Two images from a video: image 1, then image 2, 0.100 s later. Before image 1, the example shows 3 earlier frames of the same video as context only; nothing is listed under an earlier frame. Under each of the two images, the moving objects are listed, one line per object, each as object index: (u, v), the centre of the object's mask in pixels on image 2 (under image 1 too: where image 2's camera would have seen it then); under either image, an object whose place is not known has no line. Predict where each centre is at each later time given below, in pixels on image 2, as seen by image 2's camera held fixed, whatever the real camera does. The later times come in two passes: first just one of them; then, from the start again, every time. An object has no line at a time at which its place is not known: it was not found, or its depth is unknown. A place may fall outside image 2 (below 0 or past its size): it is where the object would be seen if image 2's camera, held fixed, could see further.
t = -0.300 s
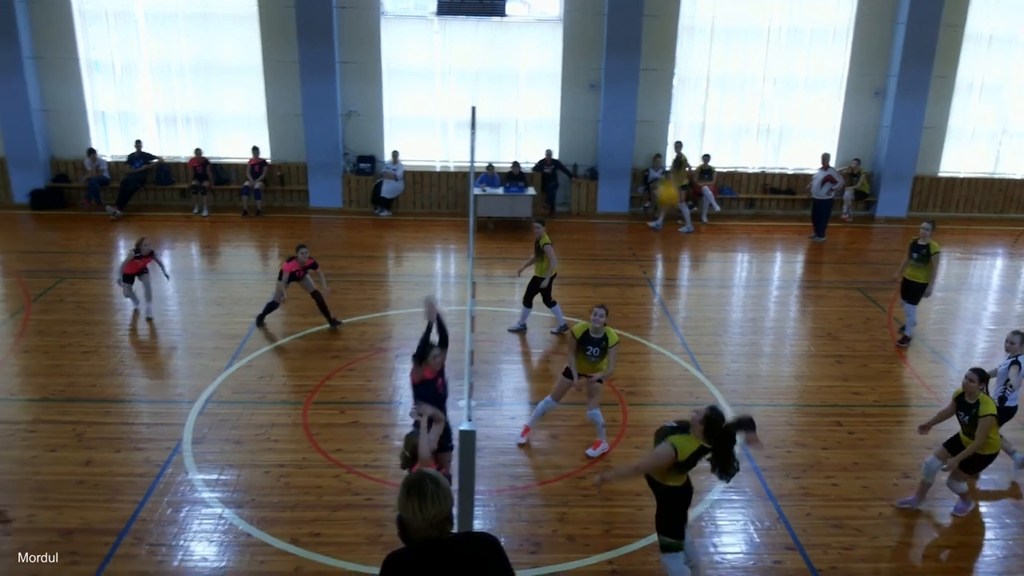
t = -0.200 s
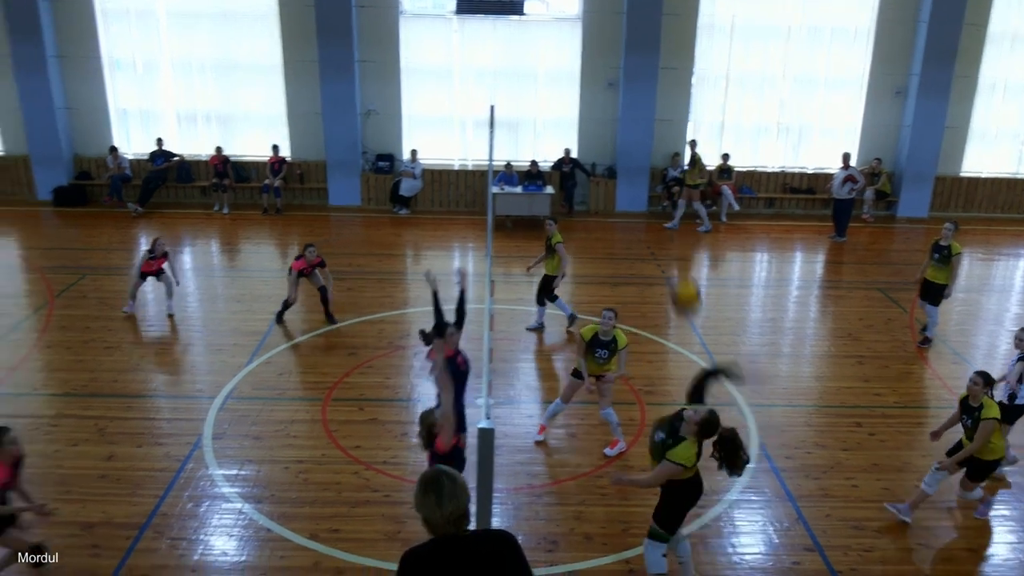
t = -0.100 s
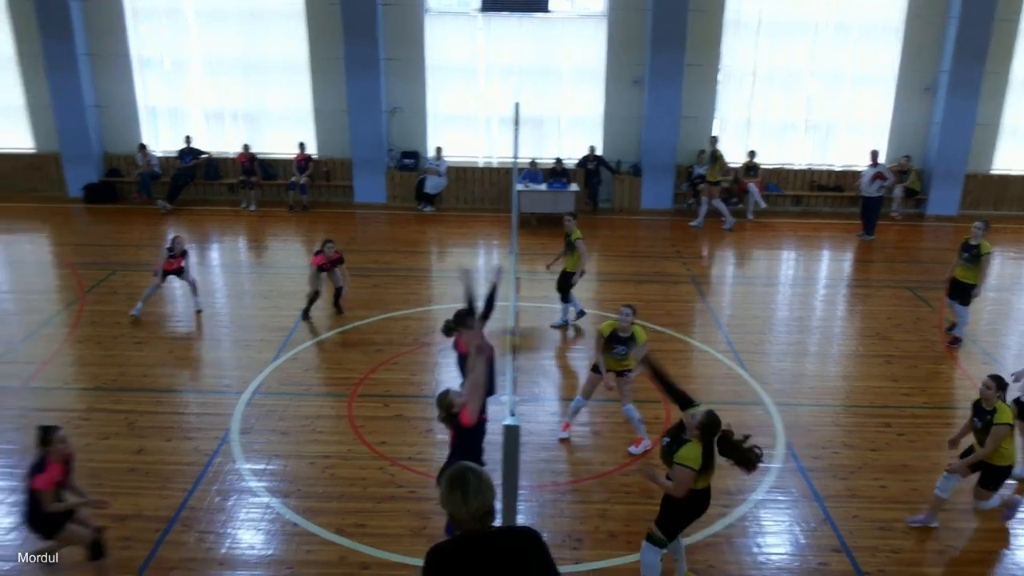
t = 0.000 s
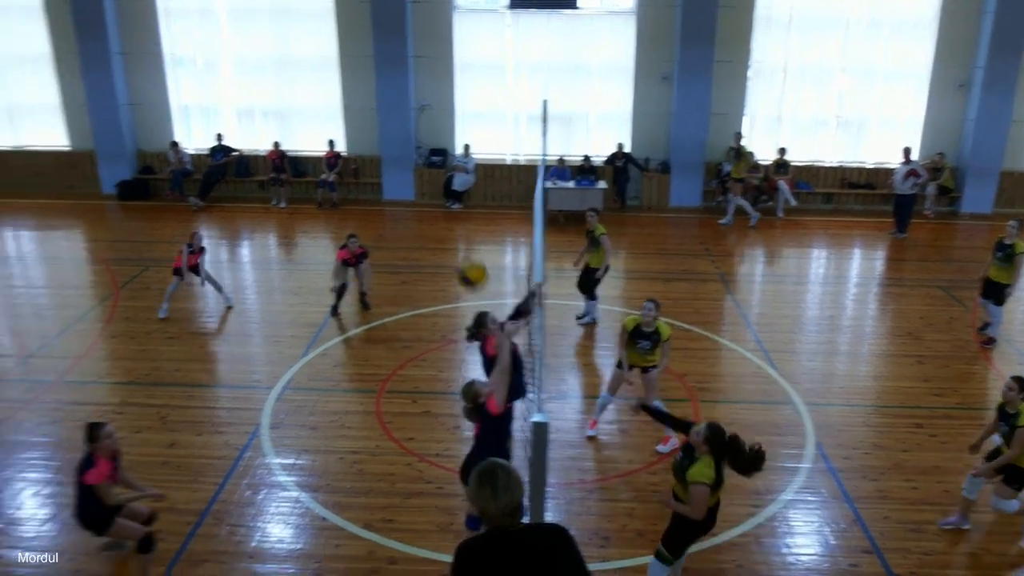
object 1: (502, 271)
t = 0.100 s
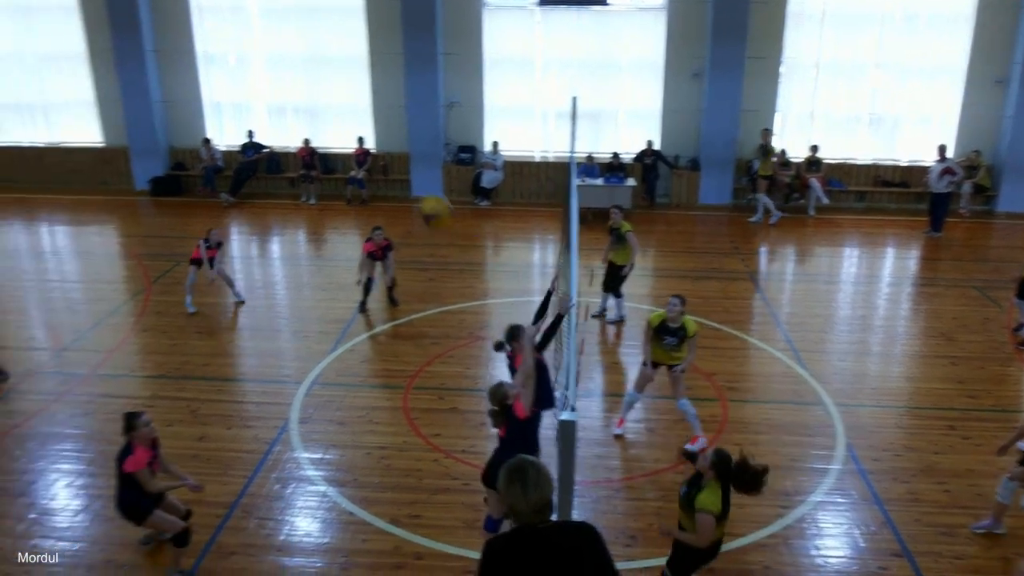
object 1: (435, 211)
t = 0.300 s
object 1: (310, 135)
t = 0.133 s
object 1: (416, 195)
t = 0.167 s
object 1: (395, 176)
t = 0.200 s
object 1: (375, 165)
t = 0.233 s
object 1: (355, 155)
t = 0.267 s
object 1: (332, 143)
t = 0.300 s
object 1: (310, 135)
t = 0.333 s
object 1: (288, 127)
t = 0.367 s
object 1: (268, 121)
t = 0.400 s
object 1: (246, 119)
